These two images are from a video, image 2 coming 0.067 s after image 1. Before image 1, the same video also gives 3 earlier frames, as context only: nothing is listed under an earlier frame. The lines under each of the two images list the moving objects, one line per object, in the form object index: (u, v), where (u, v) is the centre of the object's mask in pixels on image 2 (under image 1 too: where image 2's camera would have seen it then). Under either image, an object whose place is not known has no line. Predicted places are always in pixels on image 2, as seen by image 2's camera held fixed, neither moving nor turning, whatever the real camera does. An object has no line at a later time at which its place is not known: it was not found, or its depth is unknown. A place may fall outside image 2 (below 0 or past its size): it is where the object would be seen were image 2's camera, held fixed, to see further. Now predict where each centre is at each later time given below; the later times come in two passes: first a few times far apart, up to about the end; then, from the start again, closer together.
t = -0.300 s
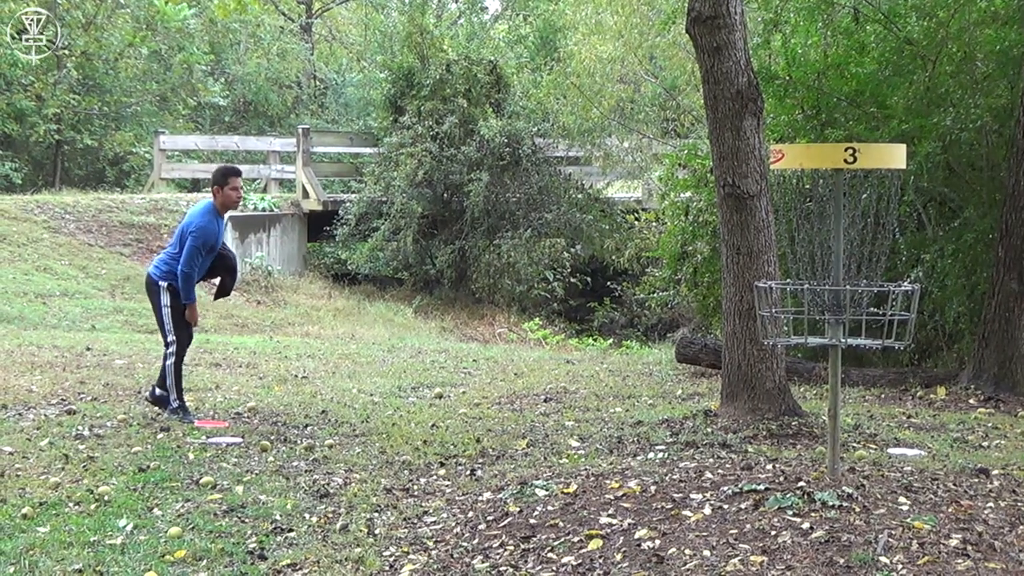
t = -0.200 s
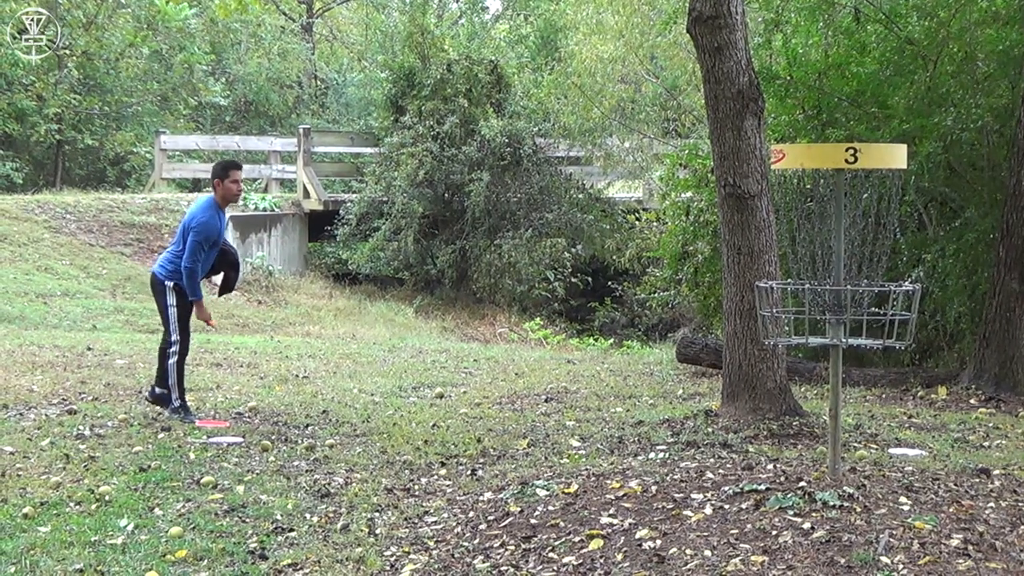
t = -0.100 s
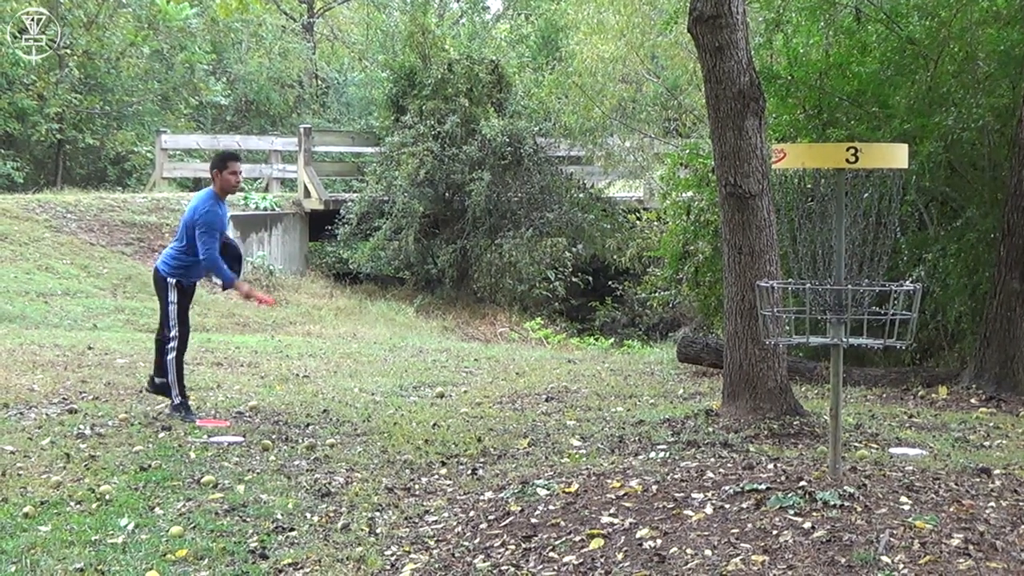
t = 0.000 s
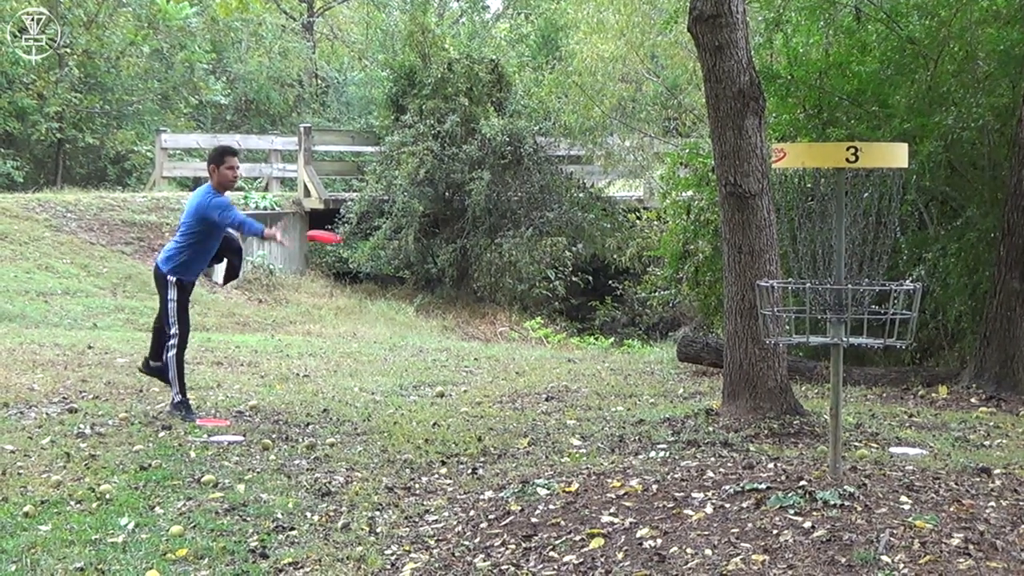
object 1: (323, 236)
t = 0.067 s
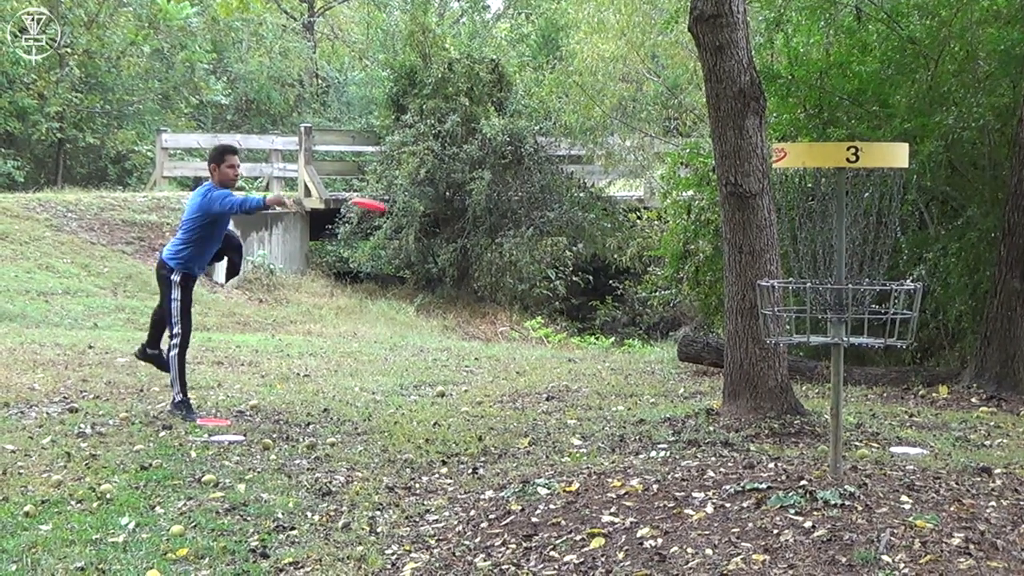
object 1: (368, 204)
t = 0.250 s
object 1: (505, 156)
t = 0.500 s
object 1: (741, 188)
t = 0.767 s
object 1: (813, 251)
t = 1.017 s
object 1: (789, 307)
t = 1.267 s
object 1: (805, 317)
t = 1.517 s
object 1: (807, 322)
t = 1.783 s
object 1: (805, 334)
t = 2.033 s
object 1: (805, 334)
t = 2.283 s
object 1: (805, 334)
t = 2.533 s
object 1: (806, 334)
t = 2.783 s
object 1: (806, 334)
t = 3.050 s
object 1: (806, 334)
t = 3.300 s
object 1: (806, 334)
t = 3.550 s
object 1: (806, 334)
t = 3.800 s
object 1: (806, 334)
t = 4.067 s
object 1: (806, 334)
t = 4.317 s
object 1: (806, 334)
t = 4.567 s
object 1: (805, 334)
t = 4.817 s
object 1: (804, 334)
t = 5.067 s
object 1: (805, 333)
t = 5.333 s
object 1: (805, 334)
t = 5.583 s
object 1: (805, 333)
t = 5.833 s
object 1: (805, 333)
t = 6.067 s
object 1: (804, 333)
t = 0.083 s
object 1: (380, 198)
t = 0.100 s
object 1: (391, 191)
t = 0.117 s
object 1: (404, 185)
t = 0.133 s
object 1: (416, 180)
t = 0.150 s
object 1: (427, 175)
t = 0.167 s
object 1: (440, 172)
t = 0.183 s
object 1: (453, 166)
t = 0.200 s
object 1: (465, 164)
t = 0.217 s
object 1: (479, 160)
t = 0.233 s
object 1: (491, 158)
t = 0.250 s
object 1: (505, 156)
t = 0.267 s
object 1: (518, 154)
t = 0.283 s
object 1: (532, 154)
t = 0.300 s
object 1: (547, 154)
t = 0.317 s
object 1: (562, 154)
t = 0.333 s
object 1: (577, 155)
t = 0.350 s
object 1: (592, 155)
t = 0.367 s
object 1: (607, 157)
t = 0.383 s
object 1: (623, 160)
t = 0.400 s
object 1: (638, 161)
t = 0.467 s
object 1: (707, 177)
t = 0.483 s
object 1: (725, 183)
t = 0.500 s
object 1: (741, 188)
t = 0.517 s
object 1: (758, 194)
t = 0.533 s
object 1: (771, 199)
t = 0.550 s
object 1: (779, 203)
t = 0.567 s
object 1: (787, 207)
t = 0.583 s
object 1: (794, 212)
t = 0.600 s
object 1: (799, 215)
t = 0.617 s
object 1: (803, 217)
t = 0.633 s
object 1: (806, 220)
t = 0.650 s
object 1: (808, 222)
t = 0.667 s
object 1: (809, 225)
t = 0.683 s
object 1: (811, 228)
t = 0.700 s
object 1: (812, 231)
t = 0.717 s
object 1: (812, 235)
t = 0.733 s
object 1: (813, 240)
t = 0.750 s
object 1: (813, 245)
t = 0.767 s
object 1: (813, 251)
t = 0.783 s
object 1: (813, 257)
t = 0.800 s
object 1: (813, 263)
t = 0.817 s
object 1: (813, 272)
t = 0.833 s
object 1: (814, 279)
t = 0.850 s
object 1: (813, 288)
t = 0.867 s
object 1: (813, 297)
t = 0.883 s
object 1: (811, 306)
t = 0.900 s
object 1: (811, 315)
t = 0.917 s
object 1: (807, 313)
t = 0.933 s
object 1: (803, 311)
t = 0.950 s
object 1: (798, 310)
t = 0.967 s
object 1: (795, 309)
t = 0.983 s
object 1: (791, 307)
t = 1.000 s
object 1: (787, 307)
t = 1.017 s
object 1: (789, 307)
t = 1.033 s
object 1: (791, 307)
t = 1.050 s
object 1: (793, 308)
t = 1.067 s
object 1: (794, 310)
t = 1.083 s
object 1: (796, 312)
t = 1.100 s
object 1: (797, 313)
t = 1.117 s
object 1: (798, 313)
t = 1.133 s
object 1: (799, 314)
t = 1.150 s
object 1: (800, 315)
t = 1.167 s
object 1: (801, 315)
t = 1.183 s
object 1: (802, 316)
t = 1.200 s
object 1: (803, 317)
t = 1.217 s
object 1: (804, 316)
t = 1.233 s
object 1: (804, 317)
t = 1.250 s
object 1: (805, 317)
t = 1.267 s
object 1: (805, 317)
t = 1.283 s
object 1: (805, 317)
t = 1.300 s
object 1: (805, 317)
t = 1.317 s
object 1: (805, 318)
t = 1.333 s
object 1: (805, 318)
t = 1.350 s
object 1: (806, 318)
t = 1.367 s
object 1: (806, 318)
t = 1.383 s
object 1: (806, 319)
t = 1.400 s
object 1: (807, 319)
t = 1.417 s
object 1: (807, 320)
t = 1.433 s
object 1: (807, 320)
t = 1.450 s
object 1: (806, 320)
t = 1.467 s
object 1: (807, 320)
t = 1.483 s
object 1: (806, 321)
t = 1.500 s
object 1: (807, 321)
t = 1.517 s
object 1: (807, 322)
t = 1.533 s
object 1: (806, 323)
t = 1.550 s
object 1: (806, 324)
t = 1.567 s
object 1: (806, 325)
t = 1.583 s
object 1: (805, 327)
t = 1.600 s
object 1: (806, 327)
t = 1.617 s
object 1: (806, 329)
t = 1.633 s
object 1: (806, 332)
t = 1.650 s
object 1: (804, 333)
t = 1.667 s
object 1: (805, 333)
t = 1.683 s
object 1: (805, 333)
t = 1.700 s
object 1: (805, 332)
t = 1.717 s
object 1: (805, 332)
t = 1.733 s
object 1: (805, 332)
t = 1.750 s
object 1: (805, 332)
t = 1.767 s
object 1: (805, 334)
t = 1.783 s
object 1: (805, 334)
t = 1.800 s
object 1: (805, 334)
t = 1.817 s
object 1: (805, 334)
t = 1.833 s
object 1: (805, 334)
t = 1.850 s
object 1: (805, 334)
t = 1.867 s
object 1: (805, 334)
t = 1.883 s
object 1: (805, 334)
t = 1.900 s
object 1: (805, 334)
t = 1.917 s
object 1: (805, 334)
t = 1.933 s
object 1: (805, 334)
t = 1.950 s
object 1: (805, 334)
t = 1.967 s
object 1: (805, 334)
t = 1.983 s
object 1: (805, 334)
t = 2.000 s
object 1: (805, 334)
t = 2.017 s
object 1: (805, 334)
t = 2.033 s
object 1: (805, 334)
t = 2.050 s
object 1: (805, 334)
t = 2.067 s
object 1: (805, 334)
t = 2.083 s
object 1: (805, 334)
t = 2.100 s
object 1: (805, 334)
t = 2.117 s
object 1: (805, 334)
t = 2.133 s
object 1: (805, 334)
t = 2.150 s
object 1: (805, 334)
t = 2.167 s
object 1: (805, 334)
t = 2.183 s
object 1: (805, 334)
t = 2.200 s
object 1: (806, 334)
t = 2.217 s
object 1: (805, 334)
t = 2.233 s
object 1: (805, 334)
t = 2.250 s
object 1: (805, 334)
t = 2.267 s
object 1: (805, 334)
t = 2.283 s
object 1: (805, 334)
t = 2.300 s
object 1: (805, 334)
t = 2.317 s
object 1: (805, 334)
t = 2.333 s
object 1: (805, 334)
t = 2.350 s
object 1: (805, 334)
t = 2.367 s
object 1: (806, 335)
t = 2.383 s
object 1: (806, 334)
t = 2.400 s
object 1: (806, 334)
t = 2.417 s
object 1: (806, 334)
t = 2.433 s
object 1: (806, 334)
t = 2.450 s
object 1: (806, 334)
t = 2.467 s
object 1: (806, 334)
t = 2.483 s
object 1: (806, 334)
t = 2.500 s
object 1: (806, 334)
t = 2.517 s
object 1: (806, 334)
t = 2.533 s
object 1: (806, 334)
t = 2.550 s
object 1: (806, 334)
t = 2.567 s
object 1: (806, 334)
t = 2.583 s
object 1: (806, 334)
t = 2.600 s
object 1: (806, 334)
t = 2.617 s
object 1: (806, 334)
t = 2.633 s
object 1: (806, 334)
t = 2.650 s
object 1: (806, 334)
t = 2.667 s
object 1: (806, 334)
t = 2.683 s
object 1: (806, 334)
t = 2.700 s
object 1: (806, 334)
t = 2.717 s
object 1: (806, 334)
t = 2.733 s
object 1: (806, 334)
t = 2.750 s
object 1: (806, 334)
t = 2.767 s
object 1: (806, 334)
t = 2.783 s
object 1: (806, 334)
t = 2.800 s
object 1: (806, 334)
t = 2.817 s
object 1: (806, 334)
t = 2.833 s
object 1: (806, 334)
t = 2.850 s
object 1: (806, 334)
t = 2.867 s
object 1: (806, 334)
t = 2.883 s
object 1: (806, 334)
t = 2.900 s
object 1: (806, 334)
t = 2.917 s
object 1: (806, 334)
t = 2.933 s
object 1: (806, 334)
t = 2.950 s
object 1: (806, 334)
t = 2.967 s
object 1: (806, 334)
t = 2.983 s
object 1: (806, 334)
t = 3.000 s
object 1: (806, 334)
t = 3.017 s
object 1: (806, 334)
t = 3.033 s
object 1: (806, 334)
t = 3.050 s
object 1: (806, 334)
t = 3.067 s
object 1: (806, 334)
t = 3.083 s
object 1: (806, 334)
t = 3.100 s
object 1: (806, 334)
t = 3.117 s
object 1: (806, 334)
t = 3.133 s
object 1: (806, 334)
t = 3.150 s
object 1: (806, 334)
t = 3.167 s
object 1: (806, 334)
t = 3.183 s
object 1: (806, 334)
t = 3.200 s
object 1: (806, 334)
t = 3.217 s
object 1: (806, 334)
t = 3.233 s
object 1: (806, 334)
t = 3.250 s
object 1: (806, 334)
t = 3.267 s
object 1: (806, 334)
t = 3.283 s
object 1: (806, 334)
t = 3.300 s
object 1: (806, 334)
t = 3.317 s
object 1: (806, 334)
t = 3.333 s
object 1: (805, 334)
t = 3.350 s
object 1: (805, 334)
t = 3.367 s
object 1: (805, 334)
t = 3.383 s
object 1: (805, 334)
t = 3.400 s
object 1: (805, 334)
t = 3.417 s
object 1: (806, 334)
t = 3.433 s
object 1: (805, 334)
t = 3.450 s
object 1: (805, 334)
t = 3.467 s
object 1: (806, 334)
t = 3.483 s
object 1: (805, 334)
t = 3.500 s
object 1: (805, 334)
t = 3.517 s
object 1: (805, 334)
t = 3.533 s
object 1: (805, 334)
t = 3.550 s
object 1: (806, 334)
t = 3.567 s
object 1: (805, 334)
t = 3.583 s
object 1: (805, 334)
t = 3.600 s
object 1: (806, 334)
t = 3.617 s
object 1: (805, 334)
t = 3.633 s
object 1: (806, 334)
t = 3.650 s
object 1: (806, 334)
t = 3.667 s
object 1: (805, 334)
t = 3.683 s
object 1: (806, 334)
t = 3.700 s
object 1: (806, 334)
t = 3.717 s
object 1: (806, 334)
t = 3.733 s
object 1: (806, 334)
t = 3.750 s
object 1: (805, 334)
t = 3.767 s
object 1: (805, 334)
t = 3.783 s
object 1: (806, 334)
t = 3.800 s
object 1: (806, 334)
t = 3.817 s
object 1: (806, 334)
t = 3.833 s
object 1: (805, 334)
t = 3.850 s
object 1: (805, 334)
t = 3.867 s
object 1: (806, 334)
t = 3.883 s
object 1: (806, 334)
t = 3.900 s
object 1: (805, 334)
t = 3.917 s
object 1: (805, 334)
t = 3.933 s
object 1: (805, 334)
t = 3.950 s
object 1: (806, 334)
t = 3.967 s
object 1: (806, 334)
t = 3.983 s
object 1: (806, 334)
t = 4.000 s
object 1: (805, 334)
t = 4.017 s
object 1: (805, 334)
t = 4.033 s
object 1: (806, 334)
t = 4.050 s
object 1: (806, 334)
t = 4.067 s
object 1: (806, 334)
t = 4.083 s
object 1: (805, 334)
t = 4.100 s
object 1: (805, 334)
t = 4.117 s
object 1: (806, 334)
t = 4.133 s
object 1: (806, 334)
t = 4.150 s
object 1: (806, 334)
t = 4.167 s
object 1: (806, 334)
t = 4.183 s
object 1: (805, 334)
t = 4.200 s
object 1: (805, 334)
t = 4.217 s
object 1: (806, 334)
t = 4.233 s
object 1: (806, 334)
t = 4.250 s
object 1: (806, 334)
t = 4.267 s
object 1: (806, 334)
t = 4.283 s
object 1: (806, 334)
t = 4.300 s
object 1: (805, 334)
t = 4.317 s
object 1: (806, 334)
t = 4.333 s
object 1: (806, 334)
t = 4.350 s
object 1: (805, 334)
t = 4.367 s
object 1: (806, 334)
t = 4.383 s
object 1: (806, 334)
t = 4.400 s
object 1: (805, 334)
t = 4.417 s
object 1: (806, 334)
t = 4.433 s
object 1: (805, 334)
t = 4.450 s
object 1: (805, 334)
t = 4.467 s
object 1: (805, 334)
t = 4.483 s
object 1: (805, 334)
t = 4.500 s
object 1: (805, 334)
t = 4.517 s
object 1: (805, 334)
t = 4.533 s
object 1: (805, 334)
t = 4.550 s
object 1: (805, 334)
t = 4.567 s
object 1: (805, 334)
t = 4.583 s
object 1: (805, 334)
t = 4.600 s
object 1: (805, 334)
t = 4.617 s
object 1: (805, 334)
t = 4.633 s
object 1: (805, 334)
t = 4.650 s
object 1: (805, 334)
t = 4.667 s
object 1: (805, 334)
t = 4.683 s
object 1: (805, 334)
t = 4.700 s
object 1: (805, 334)
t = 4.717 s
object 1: (805, 334)
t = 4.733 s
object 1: (805, 334)
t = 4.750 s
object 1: (805, 334)
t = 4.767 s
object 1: (805, 334)
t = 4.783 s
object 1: (805, 334)
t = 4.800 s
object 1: (805, 334)
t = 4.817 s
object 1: (804, 334)
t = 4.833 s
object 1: (805, 334)
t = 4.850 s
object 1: (805, 334)
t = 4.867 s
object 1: (805, 334)
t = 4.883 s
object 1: (805, 334)
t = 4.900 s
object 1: (805, 334)
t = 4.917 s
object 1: (805, 334)
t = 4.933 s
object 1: (805, 334)
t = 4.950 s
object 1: (805, 334)
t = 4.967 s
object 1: (805, 334)
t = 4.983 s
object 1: (805, 334)
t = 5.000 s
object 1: (805, 334)
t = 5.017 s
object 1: (805, 334)
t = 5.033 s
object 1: (805, 334)
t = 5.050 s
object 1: (805, 334)
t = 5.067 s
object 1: (805, 333)
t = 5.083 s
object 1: (805, 333)
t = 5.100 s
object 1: (805, 333)
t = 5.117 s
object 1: (805, 333)
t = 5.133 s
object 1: (805, 333)
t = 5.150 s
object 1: (805, 333)
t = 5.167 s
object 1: (805, 333)
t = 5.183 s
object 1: (805, 333)
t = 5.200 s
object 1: (805, 334)
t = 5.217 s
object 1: (805, 333)
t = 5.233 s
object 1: (805, 333)
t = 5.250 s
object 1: (805, 333)
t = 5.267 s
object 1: (805, 333)
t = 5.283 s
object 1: (804, 334)
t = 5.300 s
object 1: (805, 333)
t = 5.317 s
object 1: (805, 333)
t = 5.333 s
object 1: (805, 334)
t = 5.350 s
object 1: (805, 333)
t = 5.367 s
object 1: (805, 333)
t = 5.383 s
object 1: (805, 333)
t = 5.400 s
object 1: (805, 334)
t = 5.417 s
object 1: (805, 334)
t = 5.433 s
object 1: (805, 334)
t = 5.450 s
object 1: (805, 333)
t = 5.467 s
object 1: (805, 333)
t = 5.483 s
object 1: (805, 334)
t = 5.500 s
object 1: (805, 334)
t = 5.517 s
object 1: (805, 334)
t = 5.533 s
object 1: (805, 333)
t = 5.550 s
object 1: (805, 333)
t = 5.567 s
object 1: (805, 333)
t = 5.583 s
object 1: (805, 333)
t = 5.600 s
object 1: (805, 333)
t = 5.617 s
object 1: (805, 333)
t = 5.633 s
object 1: (805, 333)
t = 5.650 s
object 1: (805, 333)
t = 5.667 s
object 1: (805, 333)
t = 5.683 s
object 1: (805, 333)
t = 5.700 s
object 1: (805, 333)
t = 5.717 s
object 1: (804, 333)
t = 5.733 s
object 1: (804, 333)
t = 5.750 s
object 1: (804, 333)
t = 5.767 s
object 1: (804, 333)
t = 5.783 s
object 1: (805, 333)
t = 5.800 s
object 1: (805, 333)
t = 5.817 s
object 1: (805, 333)
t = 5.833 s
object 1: (805, 333)
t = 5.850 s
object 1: (805, 333)
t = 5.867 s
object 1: (805, 333)
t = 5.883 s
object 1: (805, 333)
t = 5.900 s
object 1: (805, 333)
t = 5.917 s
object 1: (805, 333)
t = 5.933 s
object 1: (805, 333)
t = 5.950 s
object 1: (804, 333)
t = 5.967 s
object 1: (805, 333)
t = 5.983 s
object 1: (805, 333)
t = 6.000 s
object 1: (805, 333)
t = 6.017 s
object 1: (804, 333)
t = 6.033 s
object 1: (804, 333)
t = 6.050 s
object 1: (805, 333)
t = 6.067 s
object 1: (804, 333)
